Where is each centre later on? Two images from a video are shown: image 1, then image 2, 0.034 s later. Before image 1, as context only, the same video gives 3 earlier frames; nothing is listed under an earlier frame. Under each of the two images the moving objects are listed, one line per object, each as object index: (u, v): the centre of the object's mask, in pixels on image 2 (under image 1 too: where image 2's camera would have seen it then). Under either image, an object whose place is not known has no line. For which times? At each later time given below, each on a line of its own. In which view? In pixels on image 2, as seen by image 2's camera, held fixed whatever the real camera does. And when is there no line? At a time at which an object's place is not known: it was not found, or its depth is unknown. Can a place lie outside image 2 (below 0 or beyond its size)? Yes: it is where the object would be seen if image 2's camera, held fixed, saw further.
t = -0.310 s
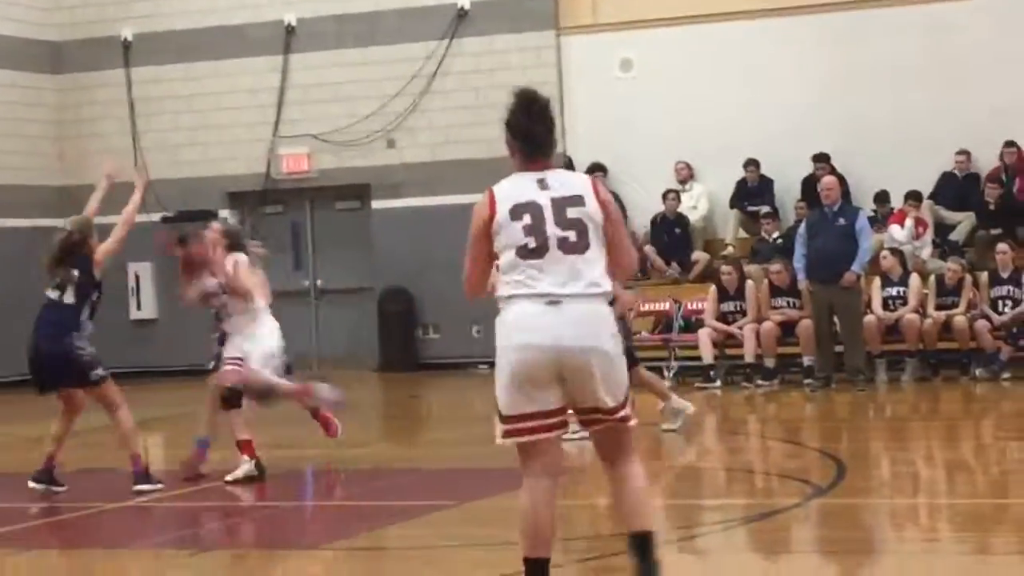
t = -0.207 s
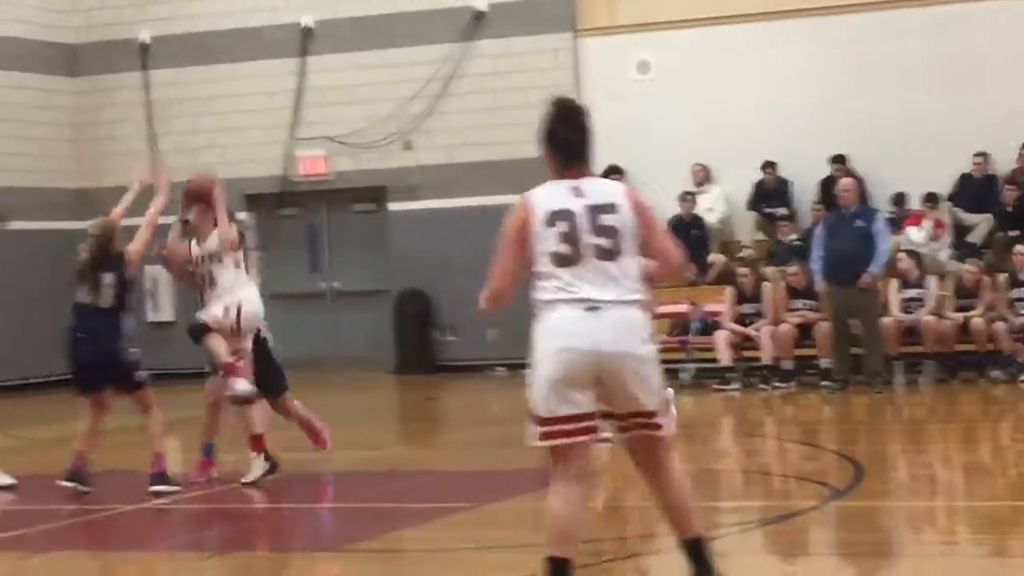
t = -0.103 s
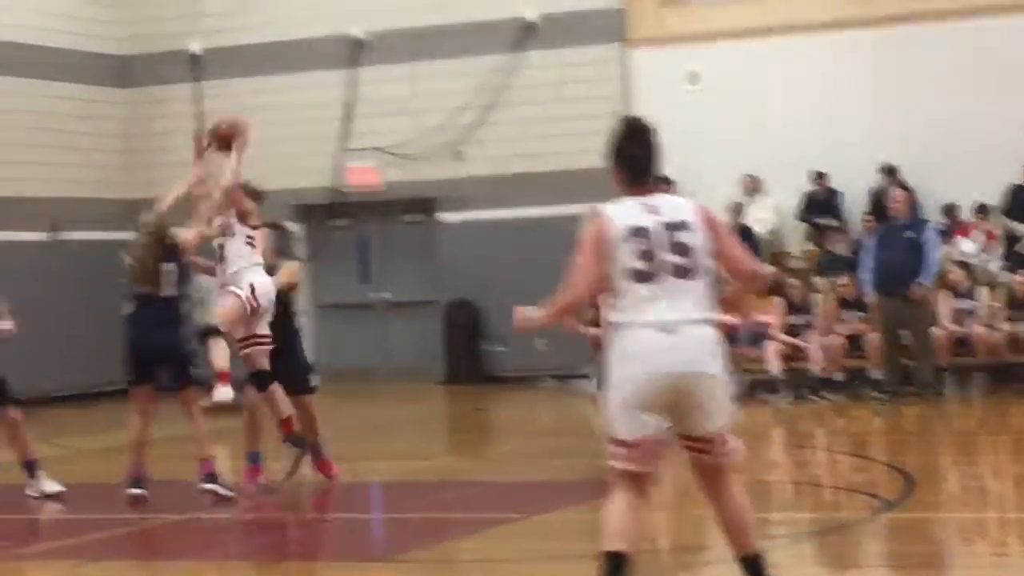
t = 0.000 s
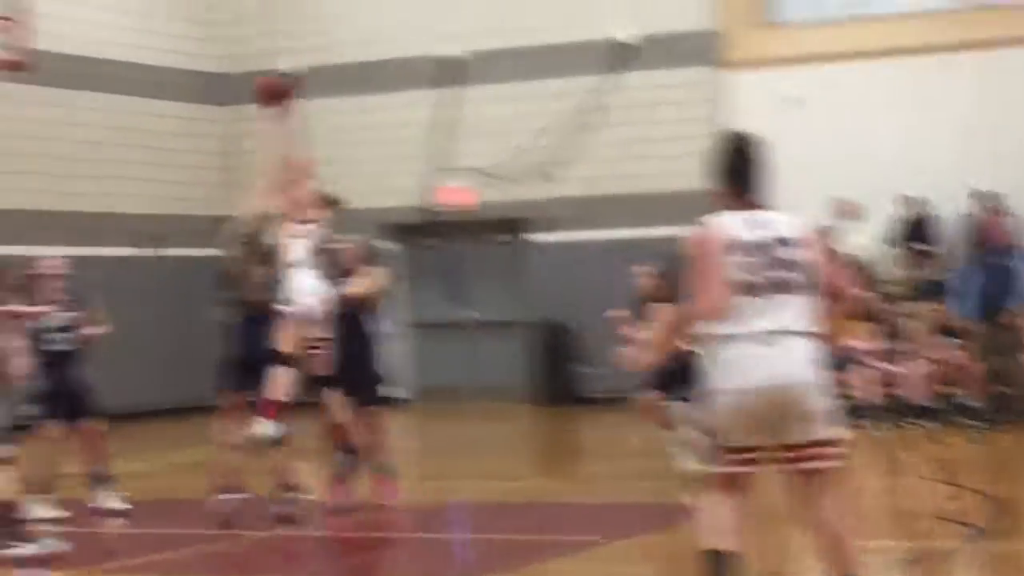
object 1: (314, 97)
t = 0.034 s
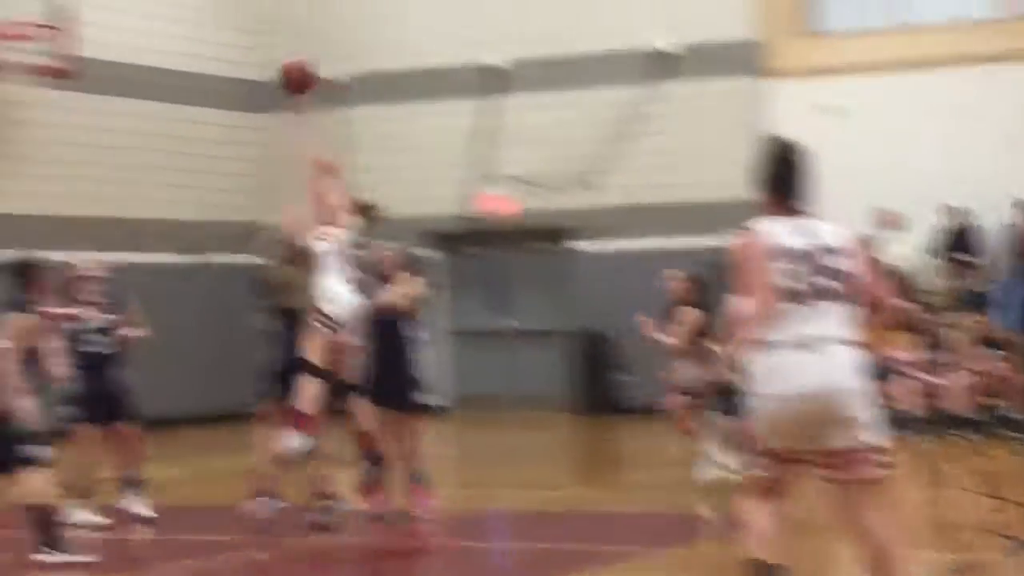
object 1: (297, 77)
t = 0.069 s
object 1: (277, 59)
